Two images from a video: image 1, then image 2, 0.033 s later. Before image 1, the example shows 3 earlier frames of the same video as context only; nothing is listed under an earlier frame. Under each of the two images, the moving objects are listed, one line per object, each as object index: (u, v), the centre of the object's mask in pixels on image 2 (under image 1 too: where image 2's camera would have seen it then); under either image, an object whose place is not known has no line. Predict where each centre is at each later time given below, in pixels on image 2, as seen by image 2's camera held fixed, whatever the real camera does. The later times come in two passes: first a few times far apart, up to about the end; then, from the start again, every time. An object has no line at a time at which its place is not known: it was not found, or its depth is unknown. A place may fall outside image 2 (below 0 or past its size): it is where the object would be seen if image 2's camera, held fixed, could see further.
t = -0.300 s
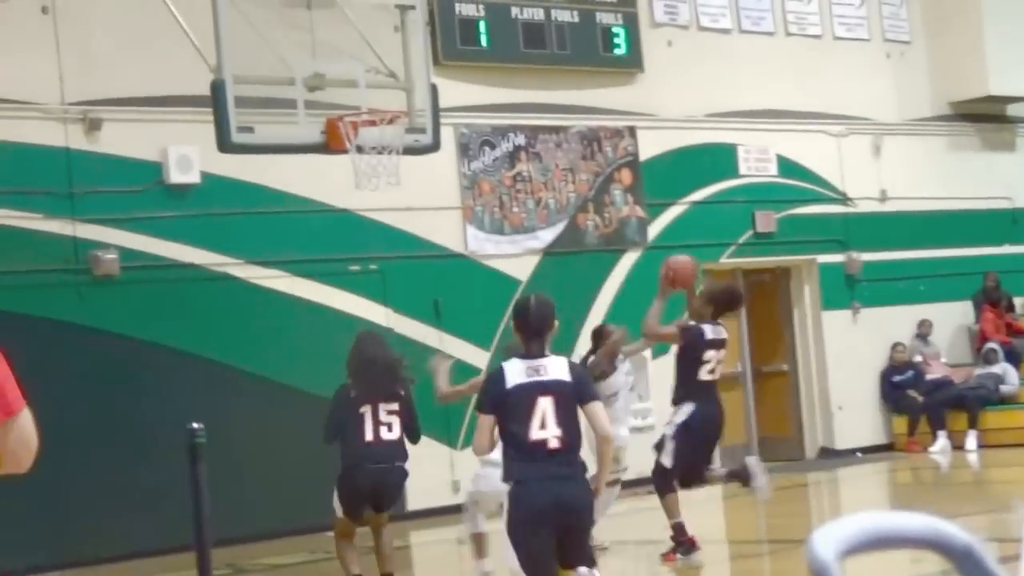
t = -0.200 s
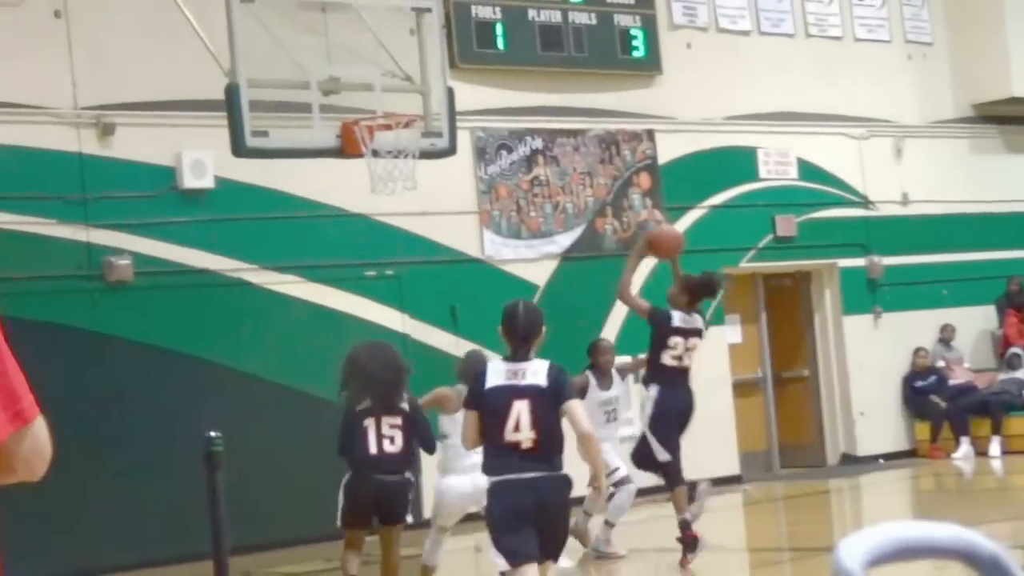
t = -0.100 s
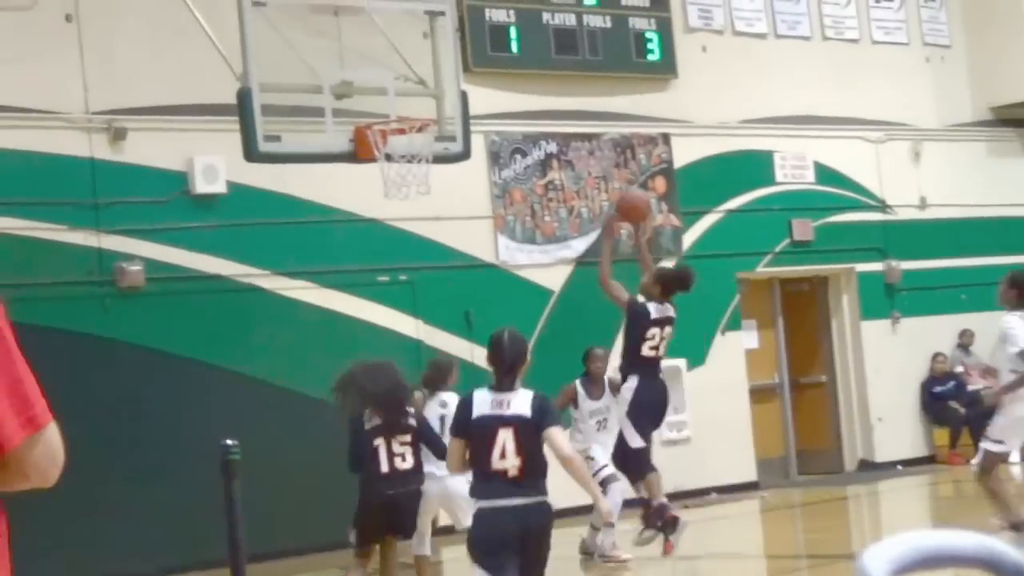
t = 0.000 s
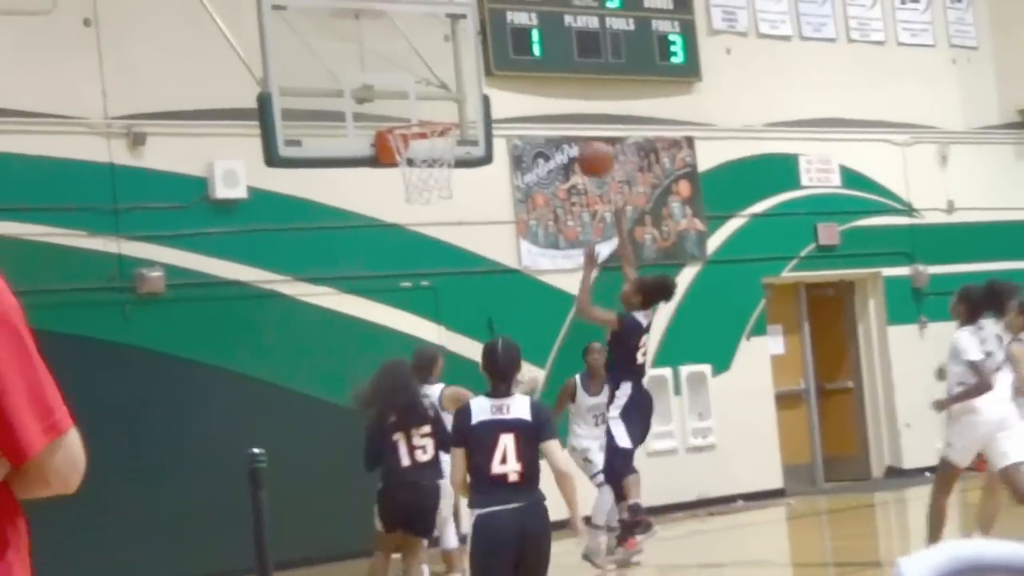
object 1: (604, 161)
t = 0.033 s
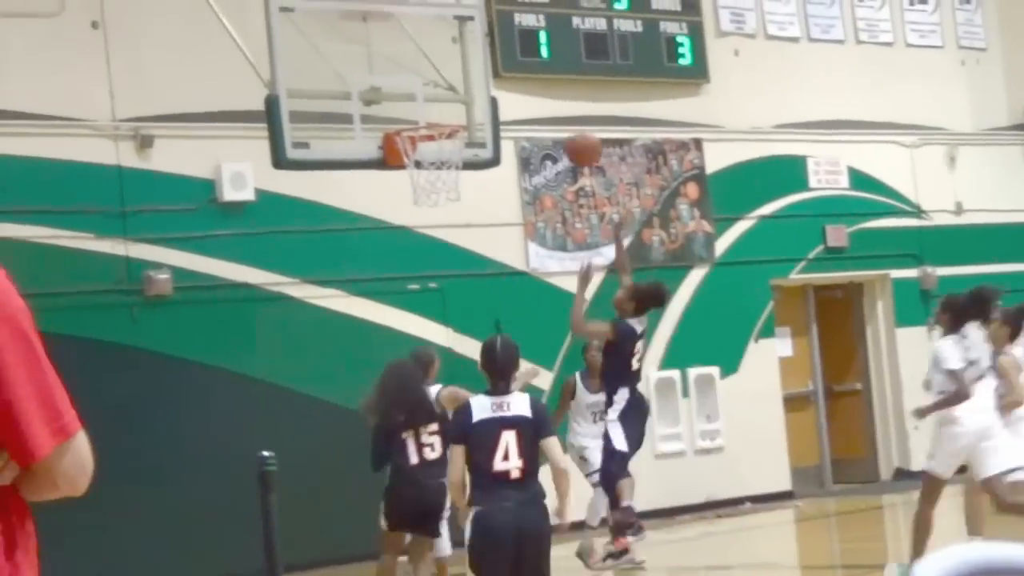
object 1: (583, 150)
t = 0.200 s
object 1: (486, 109)
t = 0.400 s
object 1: (433, 109)
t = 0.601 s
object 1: (413, 113)
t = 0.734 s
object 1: (401, 108)
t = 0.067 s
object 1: (563, 136)
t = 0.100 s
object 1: (543, 127)
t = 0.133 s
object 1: (523, 119)
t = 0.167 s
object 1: (504, 113)
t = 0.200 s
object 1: (486, 109)
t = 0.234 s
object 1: (467, 106)
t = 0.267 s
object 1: (449, 104)
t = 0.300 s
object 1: (432, 105)
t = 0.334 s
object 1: (420, 106)
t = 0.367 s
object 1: (427, 106)
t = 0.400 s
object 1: (433, 109)
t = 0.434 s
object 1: (440, 110)
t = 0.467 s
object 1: (448, 114)
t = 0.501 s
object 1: (440, 111)
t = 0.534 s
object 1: (431, 112)
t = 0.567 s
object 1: (422, 112)
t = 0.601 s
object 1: (413, 113)
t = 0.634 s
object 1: (405, 116)
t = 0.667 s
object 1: (403, 113)
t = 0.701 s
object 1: (402, 110)
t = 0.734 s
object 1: (401, 108)
